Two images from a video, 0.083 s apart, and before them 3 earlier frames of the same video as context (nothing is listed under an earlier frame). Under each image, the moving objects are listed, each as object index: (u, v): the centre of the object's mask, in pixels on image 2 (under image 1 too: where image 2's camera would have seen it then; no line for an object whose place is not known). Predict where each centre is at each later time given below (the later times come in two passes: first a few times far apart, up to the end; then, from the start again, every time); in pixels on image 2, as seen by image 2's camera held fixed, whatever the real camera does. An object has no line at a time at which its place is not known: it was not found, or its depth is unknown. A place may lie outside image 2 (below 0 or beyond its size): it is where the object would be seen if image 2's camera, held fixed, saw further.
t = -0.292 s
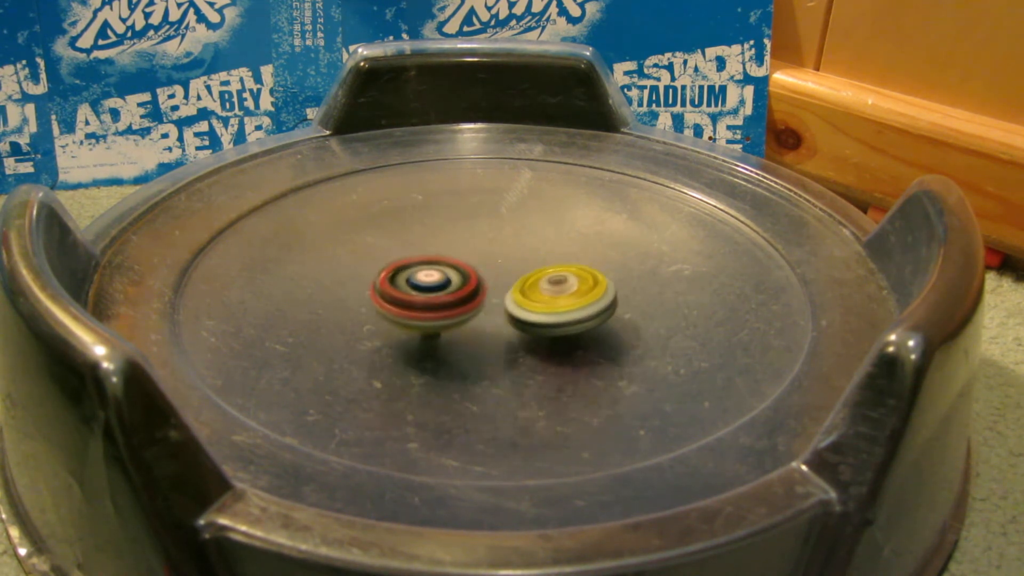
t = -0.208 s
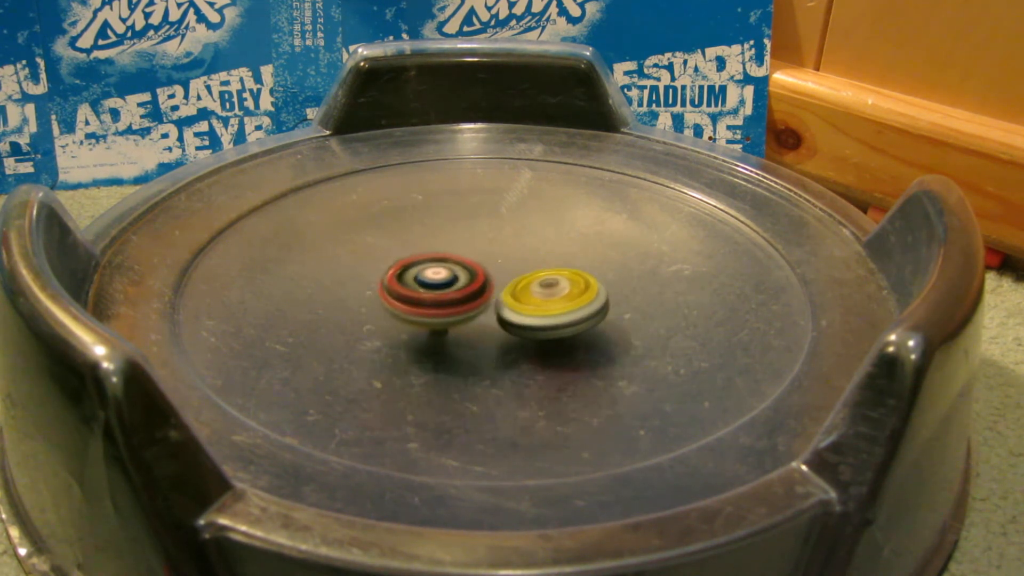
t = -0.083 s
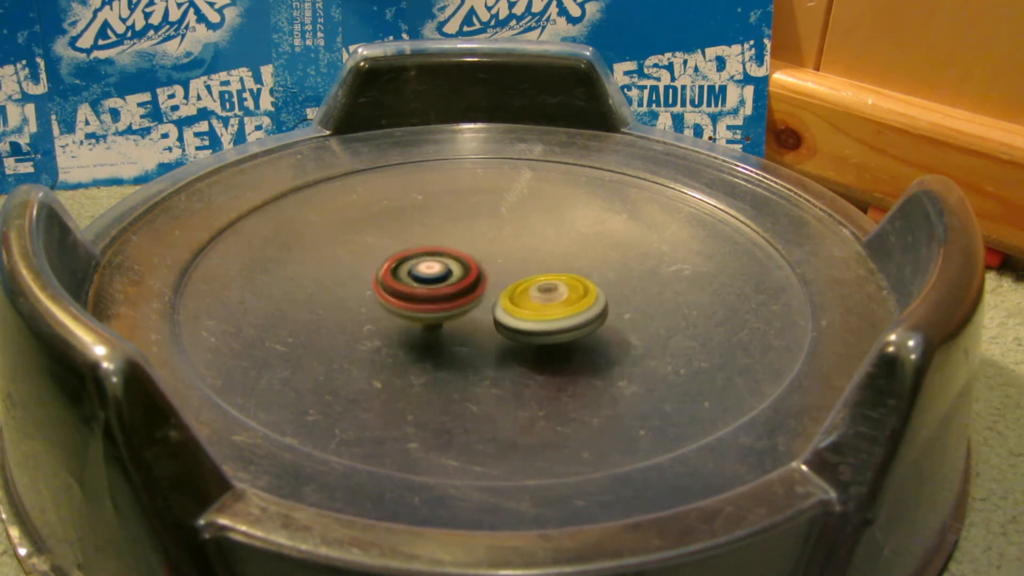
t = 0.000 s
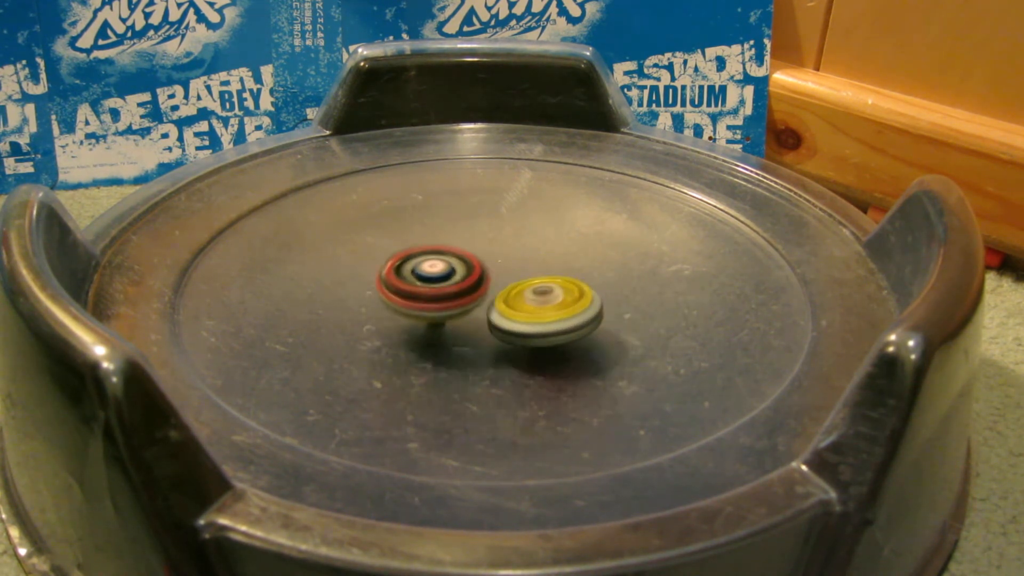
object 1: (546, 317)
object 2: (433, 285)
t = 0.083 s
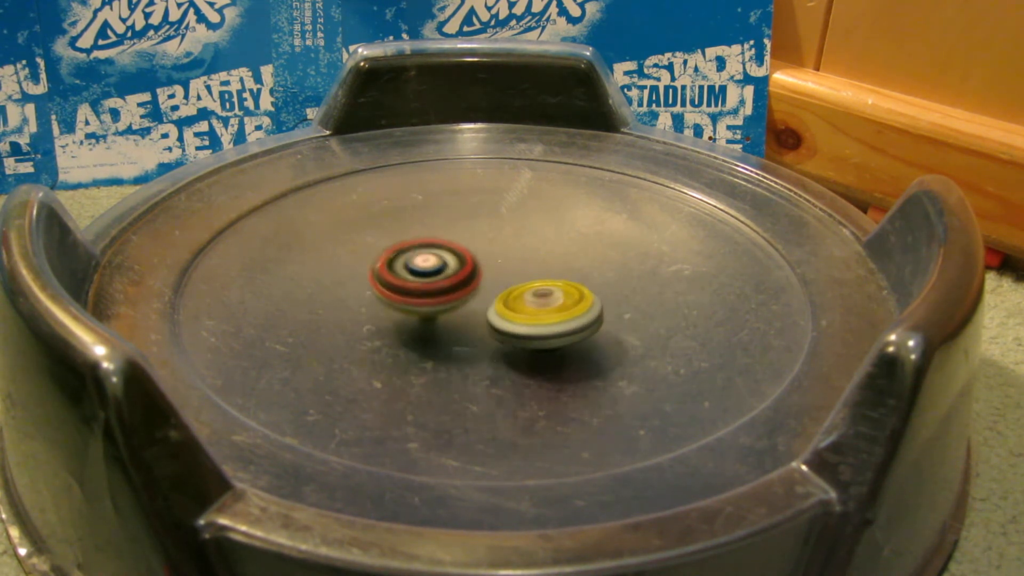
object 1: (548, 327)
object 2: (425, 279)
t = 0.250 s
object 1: (528, 325)
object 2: (426, 271)
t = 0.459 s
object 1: (553, 343)
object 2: (381, 237)
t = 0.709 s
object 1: (523, 321)
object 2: (386, 229)
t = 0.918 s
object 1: (487, 307)
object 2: (398, 233)
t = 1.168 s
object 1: (485, 338)
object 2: (391, 196)
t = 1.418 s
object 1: (492, 321)
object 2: (431, 183)
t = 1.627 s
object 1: (482, 298)
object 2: (464, 211)
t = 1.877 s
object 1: (465, 292)
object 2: (494, 214)
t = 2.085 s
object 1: (463, 283)
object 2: (513, 220)
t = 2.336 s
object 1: (446, 290)
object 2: (559, 206)
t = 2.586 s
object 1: (467, 292)
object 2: (595, 208)
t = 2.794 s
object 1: (493, 286)
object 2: (588, 225)
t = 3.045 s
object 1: (461, 297)
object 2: (644, 207)
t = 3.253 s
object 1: (490, 301)
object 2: (635, 222)
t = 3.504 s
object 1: (518, 298)
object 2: (618, 241)
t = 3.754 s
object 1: (511, 297)
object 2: (630, 251)
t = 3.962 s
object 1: (520, 295)
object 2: (625, 265)
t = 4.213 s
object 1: (502, 295)
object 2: (629, 278)
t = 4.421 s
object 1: (494, 301)
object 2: (622, 288)
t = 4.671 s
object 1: (486, 306)
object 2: (607, 296)
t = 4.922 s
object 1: (461, 307)
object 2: (626, 300)
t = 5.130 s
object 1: (459, 311)
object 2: (610, 306)
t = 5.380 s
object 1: (462, 315)
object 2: (583, 312)
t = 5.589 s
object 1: (463, 309)
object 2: (582, 317)
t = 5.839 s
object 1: (474, 296)
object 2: (568, 326)
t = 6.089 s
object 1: (478, 279)
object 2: (546, 326)
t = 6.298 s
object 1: (481, 270)
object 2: (527, 326)
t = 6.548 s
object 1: (483, 263)
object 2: (505, 326)
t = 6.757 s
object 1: (487, 262)
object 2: (486, 323)
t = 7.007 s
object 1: (502, 268)
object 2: (465, 320)
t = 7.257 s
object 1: (517, 275)
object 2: (431, 326)
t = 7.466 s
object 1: (525, 272)
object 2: (418, 319)
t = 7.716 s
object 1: (524, 274)
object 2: (414, 318)
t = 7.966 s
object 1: (518, 281)
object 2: (418, 313)
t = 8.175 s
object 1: (521, 287)
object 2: (407, 305)
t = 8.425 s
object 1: (512, 293)
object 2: (395, 296)
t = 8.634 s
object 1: (507, 300)
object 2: (383, 288)
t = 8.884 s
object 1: (504, 303)
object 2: (385, 281)
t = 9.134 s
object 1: (544, 305)
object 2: (317, 252)
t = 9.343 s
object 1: (538, 298)
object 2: (320, 247)
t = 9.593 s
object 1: (511, 289)
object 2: (347, 246)
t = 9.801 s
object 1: (484, 286)
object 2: (376, 252)
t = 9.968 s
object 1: (532, 297)
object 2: (324, 216)
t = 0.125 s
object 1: (545, 329)
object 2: (422, 275)
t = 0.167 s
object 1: (541, 330)
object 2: (422, 273)
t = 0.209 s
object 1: (534, 325)
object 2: (424, 272)
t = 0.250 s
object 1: (528, 325)
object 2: (426, 271)
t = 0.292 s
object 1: (523, 325)
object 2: (428, 271)
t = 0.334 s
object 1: (518, 319)
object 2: (431, 268)
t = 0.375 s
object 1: (523, 334)
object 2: (431, 268)
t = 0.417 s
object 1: (540, 332)
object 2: (400, 250)
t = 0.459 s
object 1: (553, 343)
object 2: (381, 237)
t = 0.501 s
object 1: (555, 343)
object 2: (372, 232)
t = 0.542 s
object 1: (550, 337)
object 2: (371, 230)
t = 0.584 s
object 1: (544, 333)
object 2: (373, 230)
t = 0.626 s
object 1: (539, 332)
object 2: (378, 231)
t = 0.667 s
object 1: (532, 329)
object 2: (382, 230)
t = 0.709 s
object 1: (523, 321)
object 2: (386, 229)
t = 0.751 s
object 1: (518, 324)
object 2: (389, 230)
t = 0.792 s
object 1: (509, 316)
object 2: (391, 230)
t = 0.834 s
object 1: (501, 313)
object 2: (394, 231)
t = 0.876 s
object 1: (494, 310)
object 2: (396, 232)
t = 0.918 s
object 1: (487, 307)
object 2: (398, 233)
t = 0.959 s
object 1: (480, 305)
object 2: (401, 234)
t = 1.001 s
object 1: (474, 303)
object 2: (403, 234)
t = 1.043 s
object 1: (467, 301)
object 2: (405, 236)
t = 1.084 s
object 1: (461, 300)
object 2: (408, 237)
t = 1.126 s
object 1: (470, 314)
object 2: (398, 217)
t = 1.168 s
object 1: (485, 338)
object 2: (391, 196)
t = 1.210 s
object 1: (489, 335)
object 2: (394, 178)
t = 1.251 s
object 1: (493, 338)
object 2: (401, 172)
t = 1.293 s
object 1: (494, 335)
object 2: (409, 173)
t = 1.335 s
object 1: (494, 331)
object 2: (417, 175)
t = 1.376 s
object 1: (493, 326)
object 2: (424, 179)
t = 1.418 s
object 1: (492, 321)
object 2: (431, 183)
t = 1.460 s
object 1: (491, 316)
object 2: (437, 187)
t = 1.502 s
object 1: (489, 311)
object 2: (444, 192)
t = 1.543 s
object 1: (487, 307)
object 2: (451, 198)
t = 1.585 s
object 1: (485, 302)
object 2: (458, 204)
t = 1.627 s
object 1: (482, 298)
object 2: (464, 211)
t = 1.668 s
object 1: (479, 293)
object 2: (470, 216)
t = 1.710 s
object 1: (475, 289)
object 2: (476, 220)
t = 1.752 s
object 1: (473, 288)
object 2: (480, 220)
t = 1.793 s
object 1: (469, 292)
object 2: (485, 215)
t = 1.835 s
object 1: (466, 293)
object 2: (490, 213)
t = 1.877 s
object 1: (465, 292)
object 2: (494, 214)
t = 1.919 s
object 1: (464, 290)
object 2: (498, 215)
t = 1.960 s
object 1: (464, 288)
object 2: (502, 216)
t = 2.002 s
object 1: (464, 287)
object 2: (506, 217)
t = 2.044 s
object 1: (463, 285)
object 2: (510, 218)
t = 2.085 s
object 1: (463, 283)
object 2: (513, 220)
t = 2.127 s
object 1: (463, 282)
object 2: (516, 221)
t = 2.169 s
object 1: (464, 280)
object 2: (520, 223)
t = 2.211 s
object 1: (464, 279)
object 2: (523, 224)
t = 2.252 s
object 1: (465, 278)
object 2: (525, 225)
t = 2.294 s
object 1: (457, 283)
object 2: (537, 217)
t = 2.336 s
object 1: (446, 290)
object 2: (559, 206)
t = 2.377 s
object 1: (442, 292)
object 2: (574, 201)
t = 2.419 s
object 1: (445, 293)
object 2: (584, 201)
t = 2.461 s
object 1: (450, 293)
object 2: (589, 202)
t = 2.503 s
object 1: (456, 293)
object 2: (592, 204)
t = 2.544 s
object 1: (462, 293)
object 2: (594, 206)
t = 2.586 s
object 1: (467, 292)
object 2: (595, 208)
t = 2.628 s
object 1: (473, 291)
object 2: (595, 211)
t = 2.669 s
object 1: (479, 290)
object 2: (594, 215)
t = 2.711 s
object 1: (483, 288)
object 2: (592, 218)
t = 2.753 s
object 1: (488, 287)
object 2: (590, 222)
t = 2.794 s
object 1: (493, 286)
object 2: (588, 225)
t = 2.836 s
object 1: (497, 284)
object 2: (586, 228)
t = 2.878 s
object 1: (501, 282)
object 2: (585, 231)
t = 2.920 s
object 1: (494, 284)
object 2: (593, 225)
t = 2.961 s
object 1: (474, 292)
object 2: (623, 213)
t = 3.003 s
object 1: (462, 295)
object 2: (639, 207)
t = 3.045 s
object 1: (461, 297)
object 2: (644, 207)
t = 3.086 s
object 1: (466, 299)
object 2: (645, 209)
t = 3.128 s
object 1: (472, 301)
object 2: (643, 212)
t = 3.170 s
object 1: (478, 301)
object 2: (641, 215)
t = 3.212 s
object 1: (483, 302)
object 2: (639, 218)
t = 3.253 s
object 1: (490, 301)
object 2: (635, 222)
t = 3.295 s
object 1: (495, 301)
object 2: (632, 226)
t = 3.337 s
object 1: (500, 301)
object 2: (629, 229)
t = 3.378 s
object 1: (505, 300)
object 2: (626, 231)
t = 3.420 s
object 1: (510, 300)
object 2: (623, 235)
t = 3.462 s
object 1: (514, 299)
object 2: (621, 237)
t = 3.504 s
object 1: (518, 298)
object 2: (618, 241)
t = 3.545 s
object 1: (521, 296)
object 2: (615, 244)
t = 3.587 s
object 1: (523, 295)
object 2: (612, 246)
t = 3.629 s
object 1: (517, 296)
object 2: (619, 245)
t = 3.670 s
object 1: (511, 298)
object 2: (629, 245)
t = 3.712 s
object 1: (508, 297)
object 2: (631, 249)
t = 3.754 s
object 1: (511, 297)
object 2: (630, 251)
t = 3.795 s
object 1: (515, 296)
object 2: (628, 254)
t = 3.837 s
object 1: (519, 296)
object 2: (626, 257)
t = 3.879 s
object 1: (521, 295)
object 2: (625, 261)
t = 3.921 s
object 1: (523, 295)
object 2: (623, 264)
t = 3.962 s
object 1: (520, 295)
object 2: (625, 265)
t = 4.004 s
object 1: (519, 295)
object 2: (625, 267)
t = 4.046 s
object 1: (518, 294)
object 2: (623, 270)
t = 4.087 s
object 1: (518, 294)
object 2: (621, 273)
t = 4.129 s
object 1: (508, 294)
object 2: (629, 274)
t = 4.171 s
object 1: (504, 294)
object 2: (630, 276)
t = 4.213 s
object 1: (502, 295)
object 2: (629, 278)
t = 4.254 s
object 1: (500, 296)
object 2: (628, 280)
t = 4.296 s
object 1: (499, 298)
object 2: (627, 282)
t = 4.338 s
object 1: (497, 299)
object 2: (626, 284)
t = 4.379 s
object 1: (495, 300)
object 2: (624, 286)
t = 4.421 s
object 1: (494, 301)
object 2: (622, 288)
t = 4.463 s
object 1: (492, 302)
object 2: (620, 290)
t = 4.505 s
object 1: (490, 303)
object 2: (618, 290)
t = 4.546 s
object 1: (489, 303)
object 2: (615, 293)
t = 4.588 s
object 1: (488, 304)
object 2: (612, 294)
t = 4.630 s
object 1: (487, 305)
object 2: (609, 295)
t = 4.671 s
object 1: (486, 306)
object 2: (607, 296)
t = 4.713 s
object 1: (485, 307)
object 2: (603, 297)
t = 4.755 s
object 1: (483, 307)
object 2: (599, 298)
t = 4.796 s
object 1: (482, 309)
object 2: (596, 299)
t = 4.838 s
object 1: (469, 307)
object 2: (612, 299)
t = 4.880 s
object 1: (463, 307)
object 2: (625, 299)
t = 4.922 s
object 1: (461, 307)
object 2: (626, 300)
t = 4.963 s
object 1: (460, 308)
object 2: (623, 302)
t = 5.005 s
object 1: (459, 309)
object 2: (620, 303)
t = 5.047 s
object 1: (459, 310)
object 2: (617, 304)
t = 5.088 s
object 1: (459, 310)
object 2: (613, 305)
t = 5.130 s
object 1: (459, 311)
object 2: (610, 306)
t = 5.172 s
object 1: (459, 312)
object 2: (606, 307)
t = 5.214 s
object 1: (459, 313)
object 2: (602, 308)
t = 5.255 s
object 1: (459, 314)
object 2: (598, 309)
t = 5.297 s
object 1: (460, 314)
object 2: (593, 310)
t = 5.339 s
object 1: (461, 315)
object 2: (588, 311)
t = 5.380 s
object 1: (462, 315)
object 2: (583, 312)
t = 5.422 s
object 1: (462, 315)
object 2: (579, 313)
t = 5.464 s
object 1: (459, 313)
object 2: (583, 313)
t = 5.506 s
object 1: (457, 312)
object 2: (588, 315)
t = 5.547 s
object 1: (459, 311)
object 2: (586, 317)
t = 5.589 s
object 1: (463, 309)
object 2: (582, 317)
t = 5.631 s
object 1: (465, 309)
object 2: (579, 318)
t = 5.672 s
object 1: (467, 308)
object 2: (574, 319)
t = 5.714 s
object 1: (469, 305)
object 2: (570, 319)
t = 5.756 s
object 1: (471, 304)
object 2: (568, 321)
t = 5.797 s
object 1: (473, 298)
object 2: (571, 325)
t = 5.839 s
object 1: (474, 296)
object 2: (568, 326)
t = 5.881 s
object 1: (474, 292)
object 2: (564, 327)
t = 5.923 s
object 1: (475, 290)
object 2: (560, 328)
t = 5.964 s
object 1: (476, 287)
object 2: (557, 328)
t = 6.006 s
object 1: (477, 284)
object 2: (553, 329)
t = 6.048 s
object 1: (478, 282)
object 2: (549, 329)
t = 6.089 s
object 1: (478, 279)
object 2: (546, 326)
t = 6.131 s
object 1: (478, 277)
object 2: (542, 330)
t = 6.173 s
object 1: (479, 275)
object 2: (538, 332)
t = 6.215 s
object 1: (480, 273)
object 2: (534, 331)
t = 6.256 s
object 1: (481, 271)
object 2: (530, 326)
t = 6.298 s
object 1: (481, 270)
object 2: (527, 326)
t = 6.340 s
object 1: (482, 268)
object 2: (523, 325)
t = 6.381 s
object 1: (482, 267)
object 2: (519, 326)
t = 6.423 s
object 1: (482, 266)
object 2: (515, 327)
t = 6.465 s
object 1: (482, 265)
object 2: (512, 327)
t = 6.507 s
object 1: (482, 264)
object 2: (508, 327)
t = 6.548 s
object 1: (483, 263)
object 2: (505, 326)
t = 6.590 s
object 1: (483, 263)
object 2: (501, 325)
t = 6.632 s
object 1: (483, 262)
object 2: (497, 324)
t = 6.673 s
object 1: (484, 262)
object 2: (493, 325)
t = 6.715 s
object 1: (486, 262)
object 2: (490, 325)
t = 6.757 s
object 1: (487, 262)
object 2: (486, 323)
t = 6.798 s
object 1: (489, 262)
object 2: (483, 322)
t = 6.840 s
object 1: (491, 263)
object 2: (479, 321)
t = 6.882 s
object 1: (493, 264)
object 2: (475, 320)
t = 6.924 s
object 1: (495, 265)
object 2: (472, 319)
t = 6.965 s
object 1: (499, 266)
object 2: (468, 318)
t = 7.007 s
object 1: (502, 268)
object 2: (465, 320)
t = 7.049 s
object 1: (505, 270)
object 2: (462, 319)
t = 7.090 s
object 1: (508, 272)
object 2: (459, 318)
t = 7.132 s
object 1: (511, 274)
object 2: (456, 318)
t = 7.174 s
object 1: (514, 277)
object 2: (454, 318)
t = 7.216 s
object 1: (515, 277)
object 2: (443, 316)
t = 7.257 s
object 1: (517, 275)
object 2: (431, 326)
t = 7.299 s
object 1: (519, 275)
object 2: (426, 322)
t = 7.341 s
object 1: (521, 274)
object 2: (423, 326)
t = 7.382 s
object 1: (523, 273)
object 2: (421, 326)
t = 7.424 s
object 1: (524, 272)
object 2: (419, 324)
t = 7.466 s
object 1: (525, 272)
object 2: (418, 319)
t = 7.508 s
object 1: (525, 272)
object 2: (417, 318)
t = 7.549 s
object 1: (526, 272)
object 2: (416, 320)
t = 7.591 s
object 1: (526, 272)
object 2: (416, 320)
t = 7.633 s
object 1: (526, 272)
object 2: (415, 320)
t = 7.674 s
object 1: (525, 273)
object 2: (414, 318)
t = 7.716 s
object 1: (524, 274)
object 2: (414, 318)
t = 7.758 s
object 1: (523, 274)
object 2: (414, 315)
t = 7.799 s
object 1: (522, 275)
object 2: (414, 316)
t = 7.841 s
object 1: (521, 277)
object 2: (415, 316)
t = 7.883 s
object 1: (520, 278)
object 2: (416, 315)
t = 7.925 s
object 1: (519, 279)
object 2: (416, 315)
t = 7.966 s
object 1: (518, 281)
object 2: (418, 313)
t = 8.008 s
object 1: (518, 283)
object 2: (419, 312)
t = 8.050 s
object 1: (518, 285)
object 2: (421, 311)
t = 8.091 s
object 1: (518, 287)
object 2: (422, 308)
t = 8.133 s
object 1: (518, 288)
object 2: (422, 305)
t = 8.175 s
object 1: (521, 287)
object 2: (407, 305)
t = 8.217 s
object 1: (524, 288)
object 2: (396, 304)
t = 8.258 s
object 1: (523, 289)
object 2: (394, 303)
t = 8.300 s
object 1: (521, 290)
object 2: (394, 301)
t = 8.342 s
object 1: (518, 291)
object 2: (395, 299)
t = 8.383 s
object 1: (515, 292)
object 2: (395, 298)
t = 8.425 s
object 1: (512, 293)
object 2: (395, 296)
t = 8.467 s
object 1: (510, 295)
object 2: (395, 295)
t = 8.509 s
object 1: (507, 296)
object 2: (395, 294)
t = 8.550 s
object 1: (505, 297)
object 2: (396, 292)
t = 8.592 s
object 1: (503, 299)
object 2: (395, 291)
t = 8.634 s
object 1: (507, 300)
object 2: (383, 288)
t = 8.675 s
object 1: (508, 301)
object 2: (380, 286)
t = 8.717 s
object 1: (508, 302)
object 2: (380, 285)
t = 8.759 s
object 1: (507, 302)
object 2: (381, 284)
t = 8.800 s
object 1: (506, 302)
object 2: (382, 283)
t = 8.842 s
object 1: (505, 303)
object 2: (384, 282)
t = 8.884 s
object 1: (504, 303)
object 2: (385, 281)
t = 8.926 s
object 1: (503, 303)
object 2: (385, 280)
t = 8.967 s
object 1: (502, 303)
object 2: (387, 279)
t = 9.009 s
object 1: (500, 303)
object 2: (388, 279)
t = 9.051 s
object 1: (505, 301)
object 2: (379, 272)
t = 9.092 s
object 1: (531, 308)
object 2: (340, 262)
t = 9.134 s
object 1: (544, 305)
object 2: (317, 252)
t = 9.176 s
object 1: (547, 305)
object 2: (307, 250)
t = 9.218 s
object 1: (546, 303)
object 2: (307, 249)
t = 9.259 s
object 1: (544, 302)
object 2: (311, 248)
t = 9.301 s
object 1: (541, 300)
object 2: (315, 248)
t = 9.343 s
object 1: (538, 298)
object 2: (320, 247)
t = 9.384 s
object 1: (534, 296)
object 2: (325, 246)
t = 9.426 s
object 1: (530, 295)
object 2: (330, 247)
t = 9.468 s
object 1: (526, 293)
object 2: (334, 246)
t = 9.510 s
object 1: (521, 292)
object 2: (338, 246)
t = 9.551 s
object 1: (516, 291)
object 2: (342, 246)
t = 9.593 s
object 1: (511, 289)
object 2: (347, 246)
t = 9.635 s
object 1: (506, 288)
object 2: (353, 248)
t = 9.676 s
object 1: (500, 288)
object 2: (358, 248)
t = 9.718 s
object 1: (495, 287)
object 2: (364, 249)
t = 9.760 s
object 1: (489, 286)
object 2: (370, 251)
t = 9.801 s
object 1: (484, 286)
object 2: (376, 252)
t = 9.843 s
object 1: (482, 286)
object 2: (379, 248)
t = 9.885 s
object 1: (506, 291)
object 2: (351, 230)
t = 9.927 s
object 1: (524, 295)
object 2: (332, 218)
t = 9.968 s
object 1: (532, 297)
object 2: (324, 216)
